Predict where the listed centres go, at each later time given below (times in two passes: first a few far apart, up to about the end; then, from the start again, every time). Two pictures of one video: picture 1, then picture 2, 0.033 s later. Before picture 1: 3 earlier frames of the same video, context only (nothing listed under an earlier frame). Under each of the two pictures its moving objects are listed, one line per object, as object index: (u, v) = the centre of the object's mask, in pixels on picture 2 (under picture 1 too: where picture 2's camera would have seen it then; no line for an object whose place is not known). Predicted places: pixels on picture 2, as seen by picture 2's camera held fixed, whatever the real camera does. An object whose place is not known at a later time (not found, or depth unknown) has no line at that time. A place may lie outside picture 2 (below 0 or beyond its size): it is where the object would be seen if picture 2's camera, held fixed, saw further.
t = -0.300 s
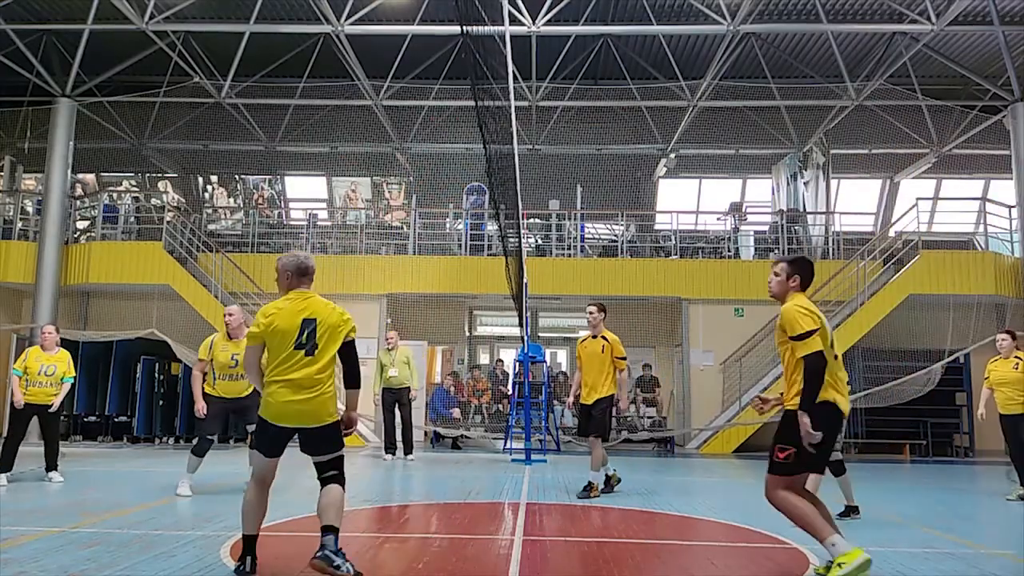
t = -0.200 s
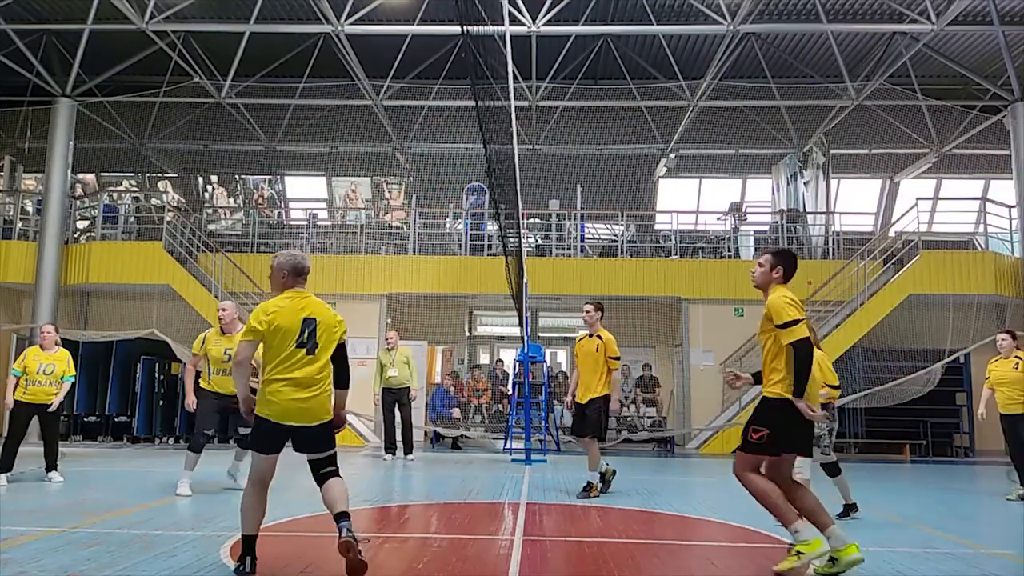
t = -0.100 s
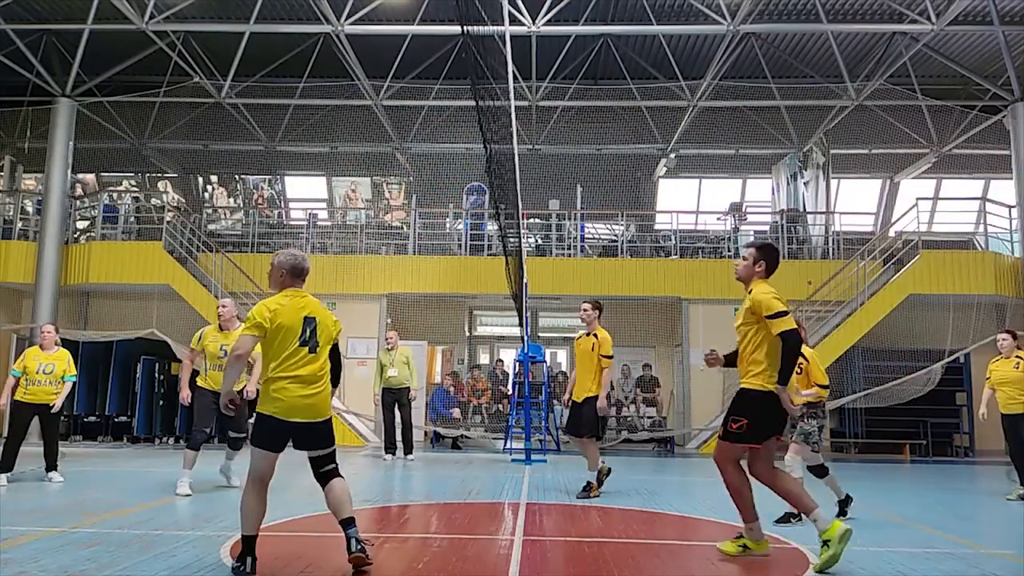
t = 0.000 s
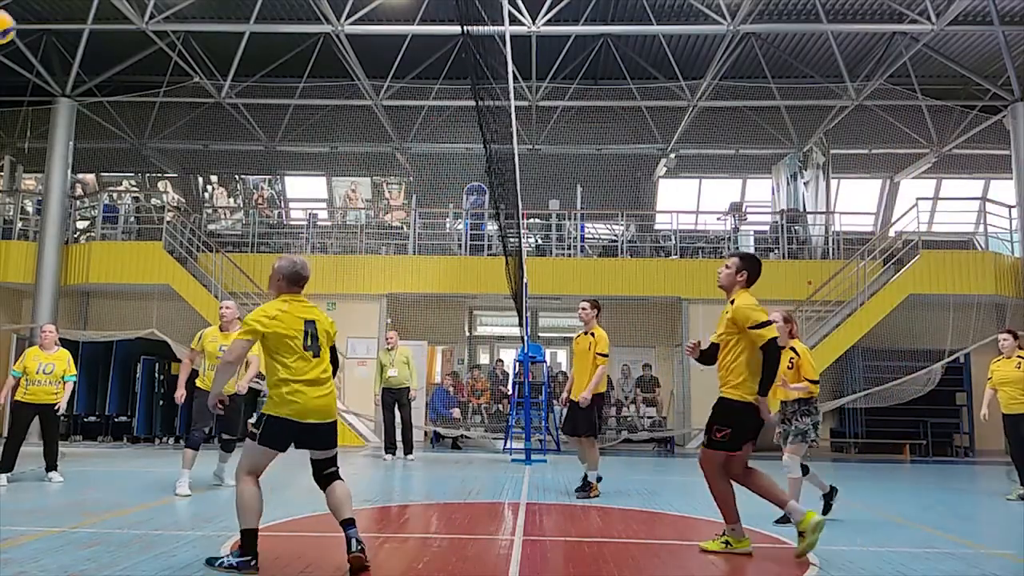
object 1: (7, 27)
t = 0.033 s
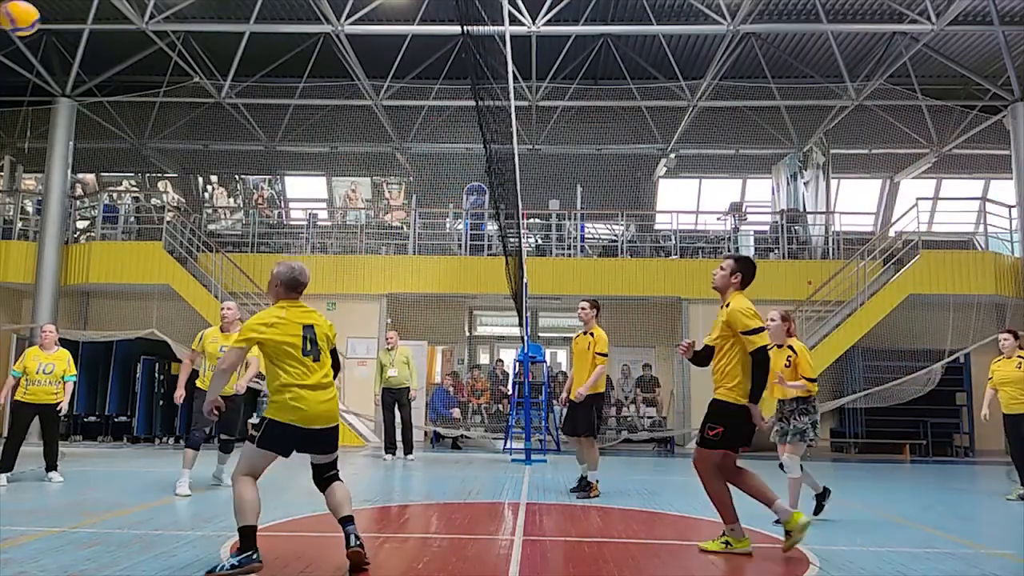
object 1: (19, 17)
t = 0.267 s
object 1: (167, 10)
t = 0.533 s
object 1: (299, 79)
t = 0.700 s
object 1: (368, 159)
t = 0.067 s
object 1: (43, 13)
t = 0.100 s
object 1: (66, 11)
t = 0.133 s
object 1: (88, 9)
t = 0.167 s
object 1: (108, 8)
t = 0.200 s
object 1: (129, 8)
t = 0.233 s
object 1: (148, 8)
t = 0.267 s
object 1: (167, 10)
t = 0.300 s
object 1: (185, 12)
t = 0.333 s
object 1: (202, 16)
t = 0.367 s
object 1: (219, 24)
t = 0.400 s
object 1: (236, 32)
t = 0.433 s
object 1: (252, 42)
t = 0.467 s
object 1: (268, 53)
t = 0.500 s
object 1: (284, 65)
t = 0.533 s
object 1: (299, 79)
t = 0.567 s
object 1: (313, 93)
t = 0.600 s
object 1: (323, 104)
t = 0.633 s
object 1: (337, 120)
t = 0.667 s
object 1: (351, 136)
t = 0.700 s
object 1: (368, 159)
